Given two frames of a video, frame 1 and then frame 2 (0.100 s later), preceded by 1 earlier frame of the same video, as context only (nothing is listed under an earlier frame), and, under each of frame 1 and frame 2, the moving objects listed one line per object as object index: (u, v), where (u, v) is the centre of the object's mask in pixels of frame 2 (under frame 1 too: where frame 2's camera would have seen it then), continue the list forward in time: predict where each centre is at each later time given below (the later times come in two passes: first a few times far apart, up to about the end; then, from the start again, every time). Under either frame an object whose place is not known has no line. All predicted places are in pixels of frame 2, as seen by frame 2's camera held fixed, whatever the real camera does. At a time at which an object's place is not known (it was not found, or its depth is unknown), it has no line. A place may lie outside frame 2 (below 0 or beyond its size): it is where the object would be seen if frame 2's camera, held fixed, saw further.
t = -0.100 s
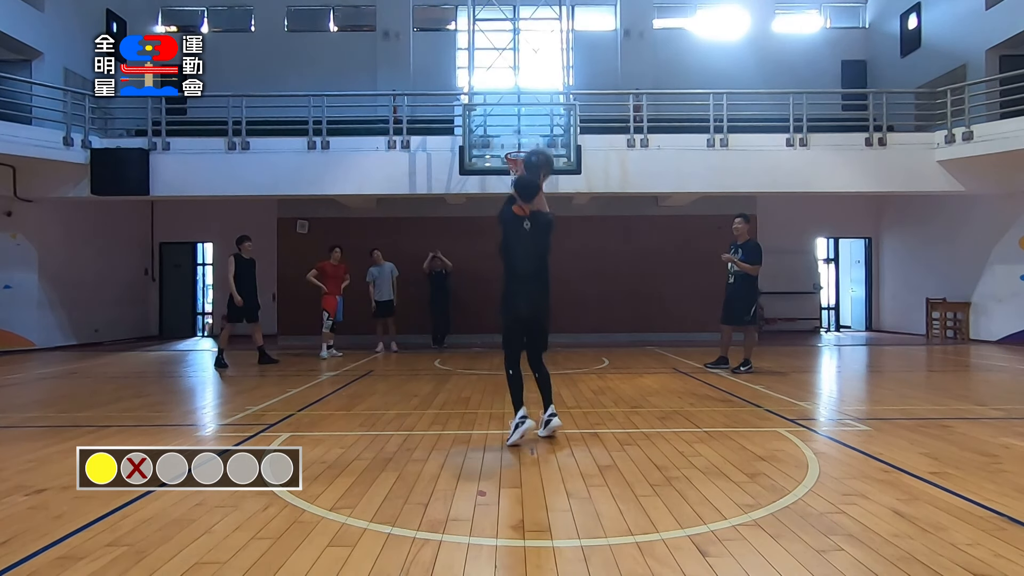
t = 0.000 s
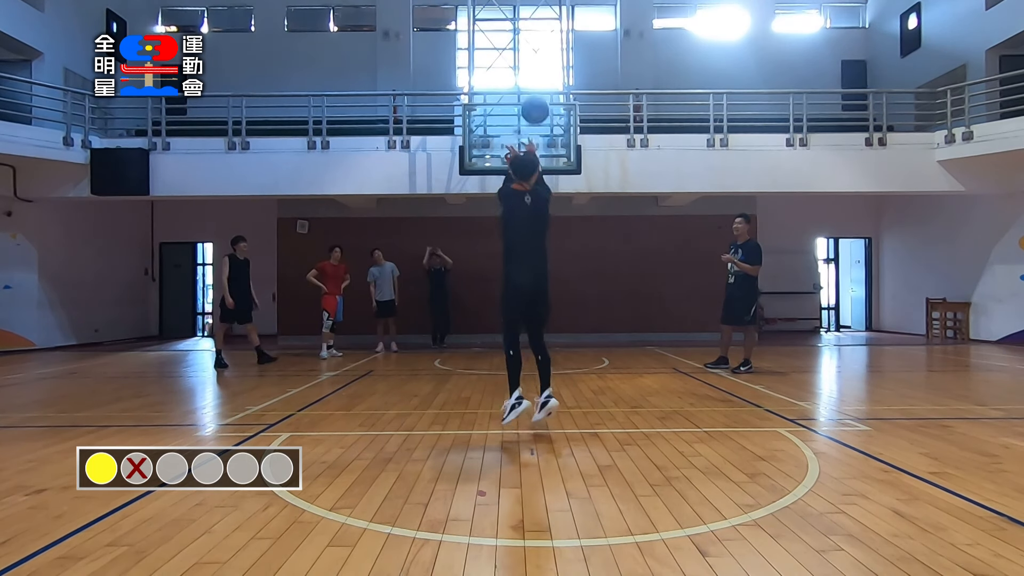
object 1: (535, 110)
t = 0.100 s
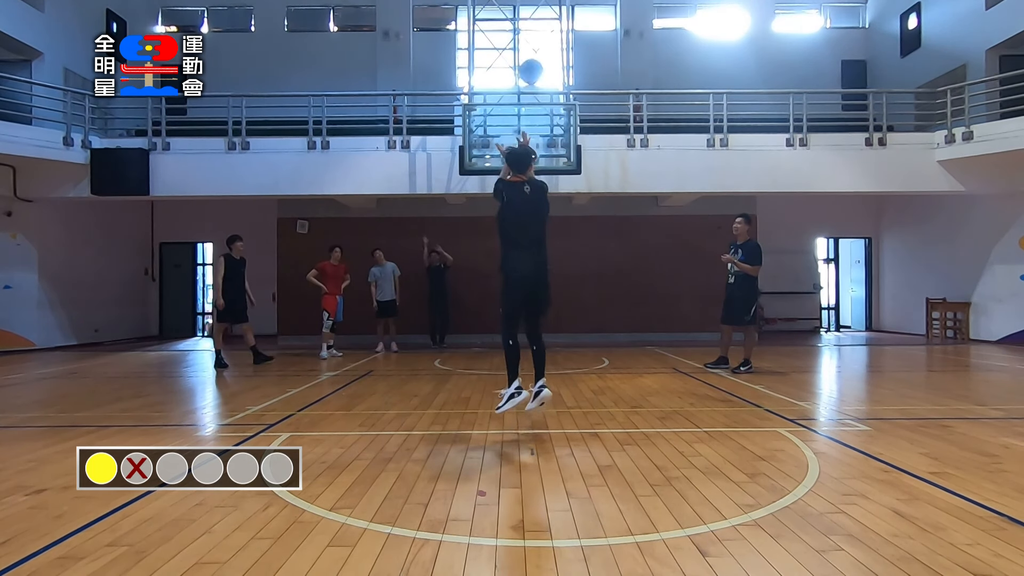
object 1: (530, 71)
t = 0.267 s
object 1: (526, 42)
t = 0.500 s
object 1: (522, 50)
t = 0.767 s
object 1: (519, 99)
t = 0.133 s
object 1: (530, 62)
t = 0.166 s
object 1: (529, 56)
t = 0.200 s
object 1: (528, 50)
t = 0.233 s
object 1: (527, 46)
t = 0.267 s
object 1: (526, 42)
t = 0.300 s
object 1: (525, 41)
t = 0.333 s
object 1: (524, 40)
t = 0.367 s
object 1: (524, 40)
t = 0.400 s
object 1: (523, 41)
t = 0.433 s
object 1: (523, 43)
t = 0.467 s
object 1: (523, 47)
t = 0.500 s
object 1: (522, 50)
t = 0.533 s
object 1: (522, 55)
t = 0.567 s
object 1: (521, 60)
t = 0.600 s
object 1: (521, 65)
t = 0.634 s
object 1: (520, 71)
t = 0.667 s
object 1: (521, 79)
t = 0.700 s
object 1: (520, 85)
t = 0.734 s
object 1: (520, 94)
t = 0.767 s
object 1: (519, 99)
